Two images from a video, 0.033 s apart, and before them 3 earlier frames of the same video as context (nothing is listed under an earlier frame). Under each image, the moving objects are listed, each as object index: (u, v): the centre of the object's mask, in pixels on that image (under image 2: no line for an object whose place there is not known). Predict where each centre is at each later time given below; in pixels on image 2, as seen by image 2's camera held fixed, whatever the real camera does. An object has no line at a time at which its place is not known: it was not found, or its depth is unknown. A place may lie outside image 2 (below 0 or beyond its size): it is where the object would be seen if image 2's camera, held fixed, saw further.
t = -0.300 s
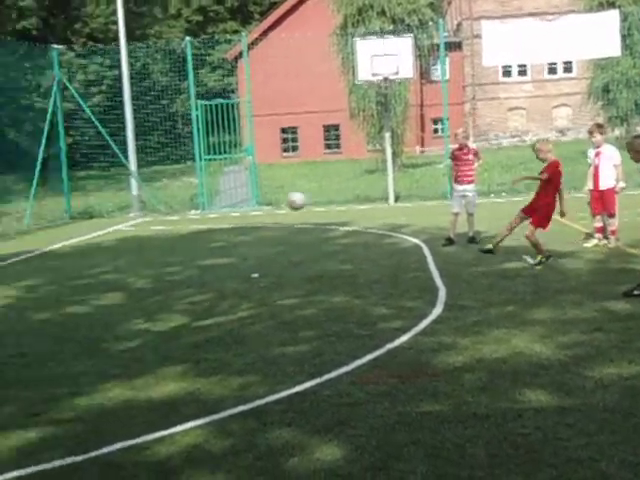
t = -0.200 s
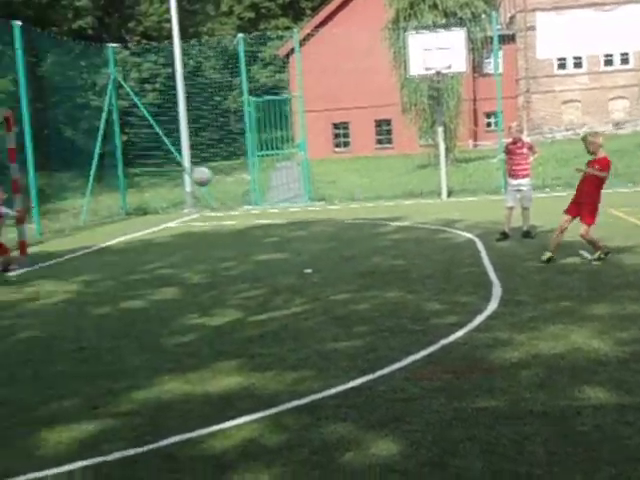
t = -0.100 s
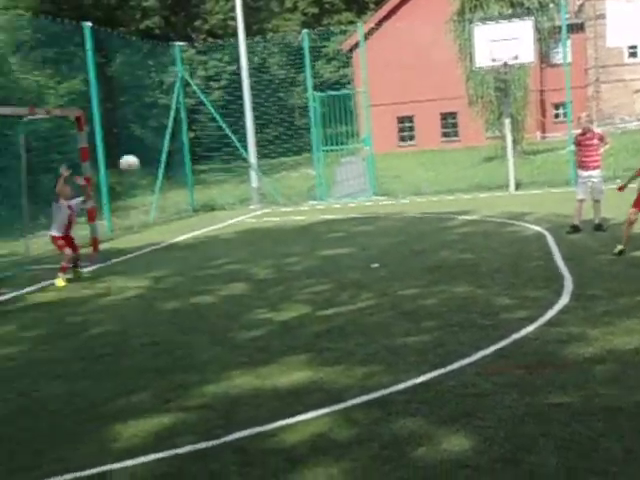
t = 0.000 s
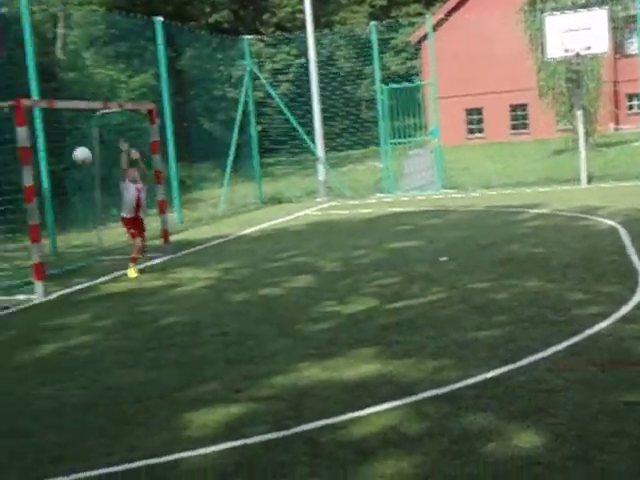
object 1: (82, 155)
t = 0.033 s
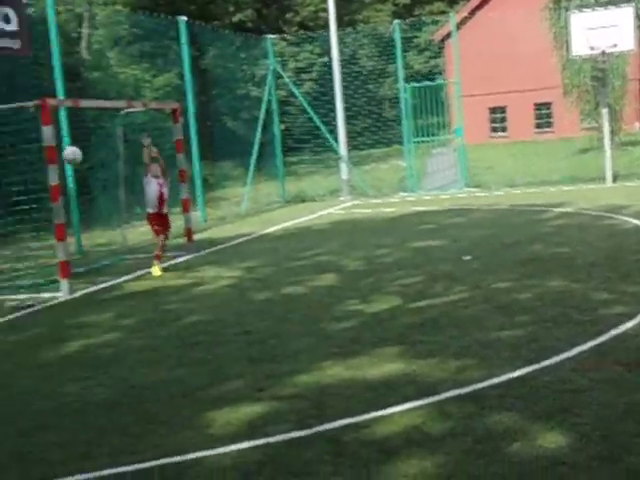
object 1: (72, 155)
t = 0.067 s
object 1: (37, 157)
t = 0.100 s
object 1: (4, 159)
